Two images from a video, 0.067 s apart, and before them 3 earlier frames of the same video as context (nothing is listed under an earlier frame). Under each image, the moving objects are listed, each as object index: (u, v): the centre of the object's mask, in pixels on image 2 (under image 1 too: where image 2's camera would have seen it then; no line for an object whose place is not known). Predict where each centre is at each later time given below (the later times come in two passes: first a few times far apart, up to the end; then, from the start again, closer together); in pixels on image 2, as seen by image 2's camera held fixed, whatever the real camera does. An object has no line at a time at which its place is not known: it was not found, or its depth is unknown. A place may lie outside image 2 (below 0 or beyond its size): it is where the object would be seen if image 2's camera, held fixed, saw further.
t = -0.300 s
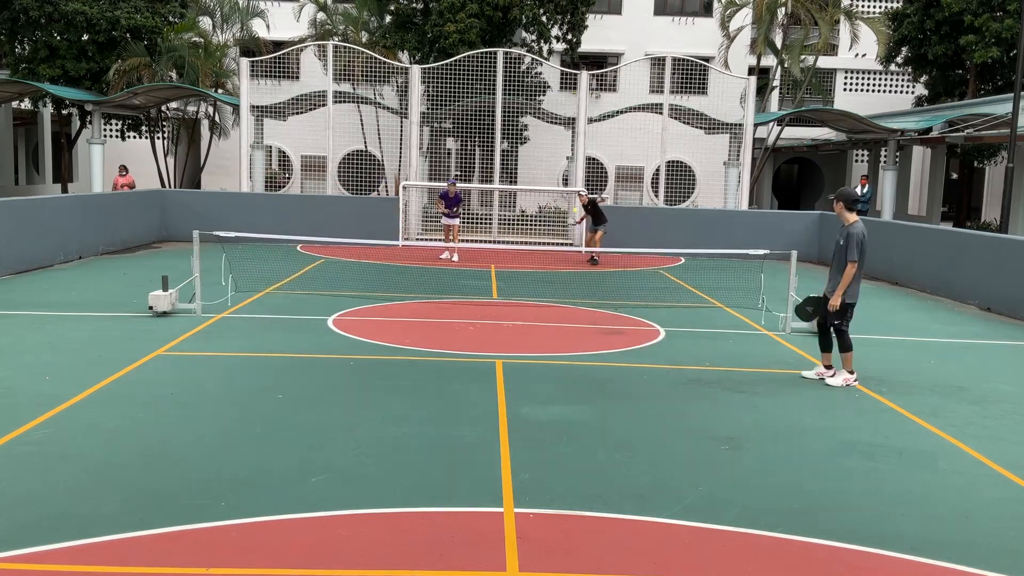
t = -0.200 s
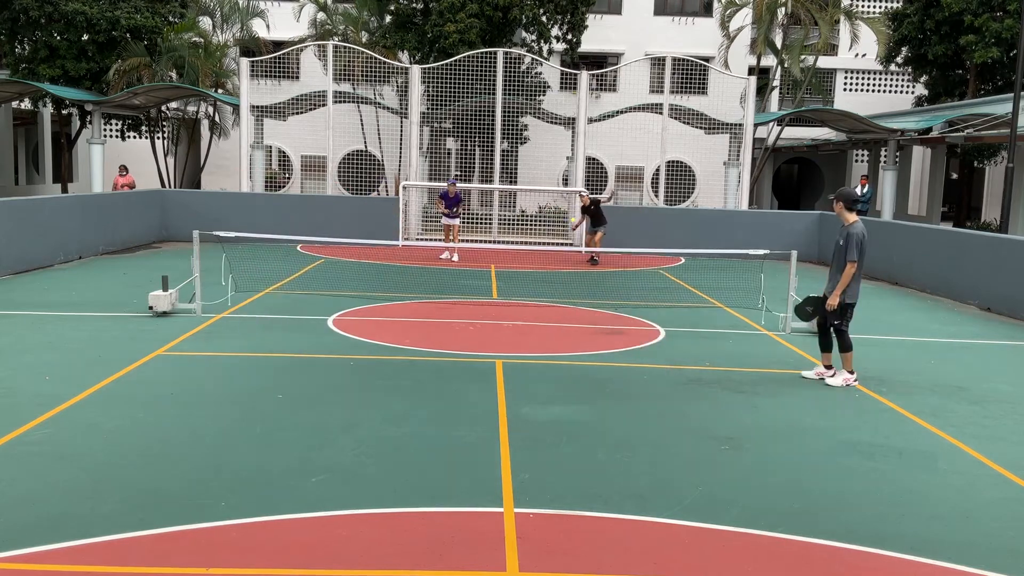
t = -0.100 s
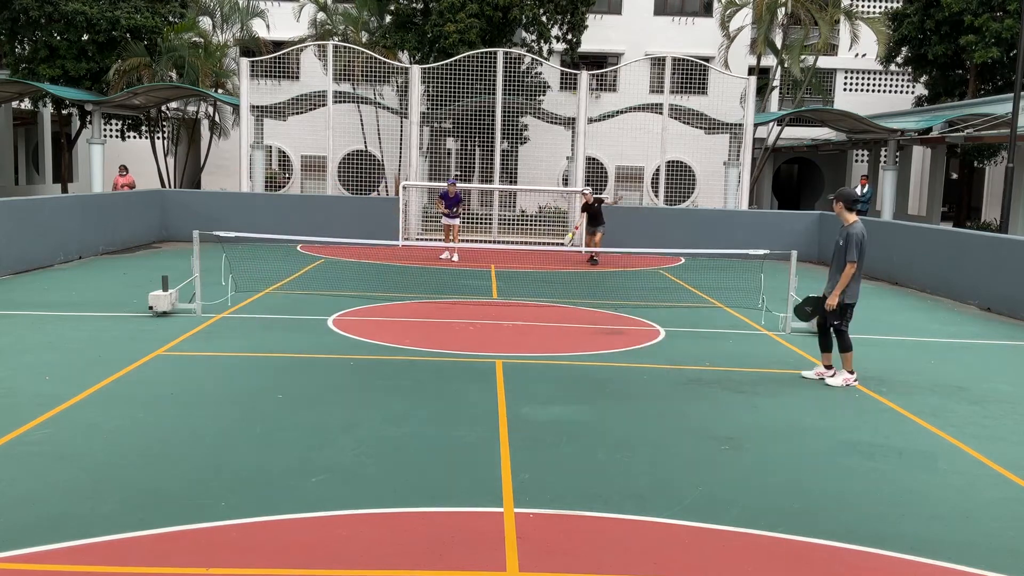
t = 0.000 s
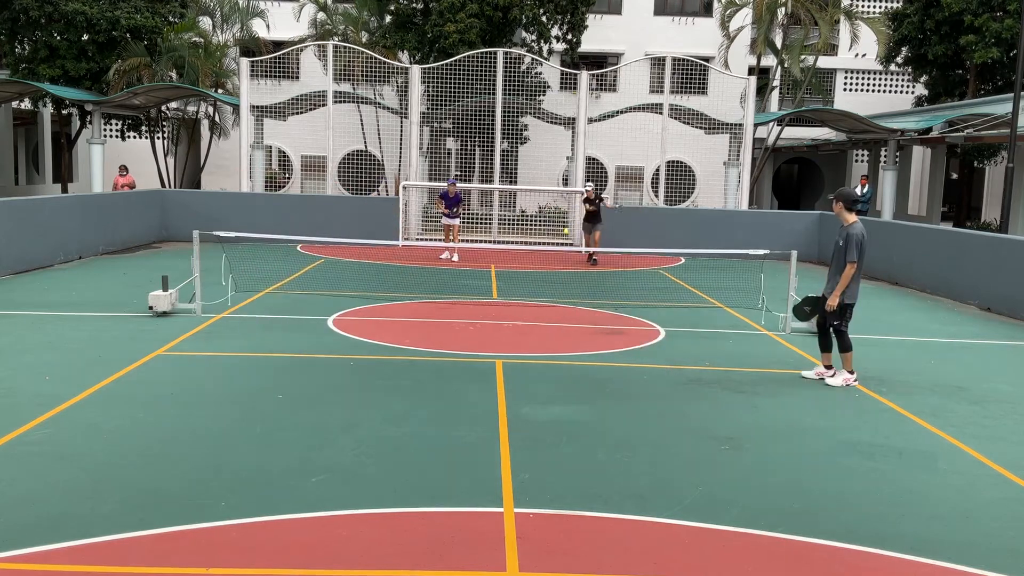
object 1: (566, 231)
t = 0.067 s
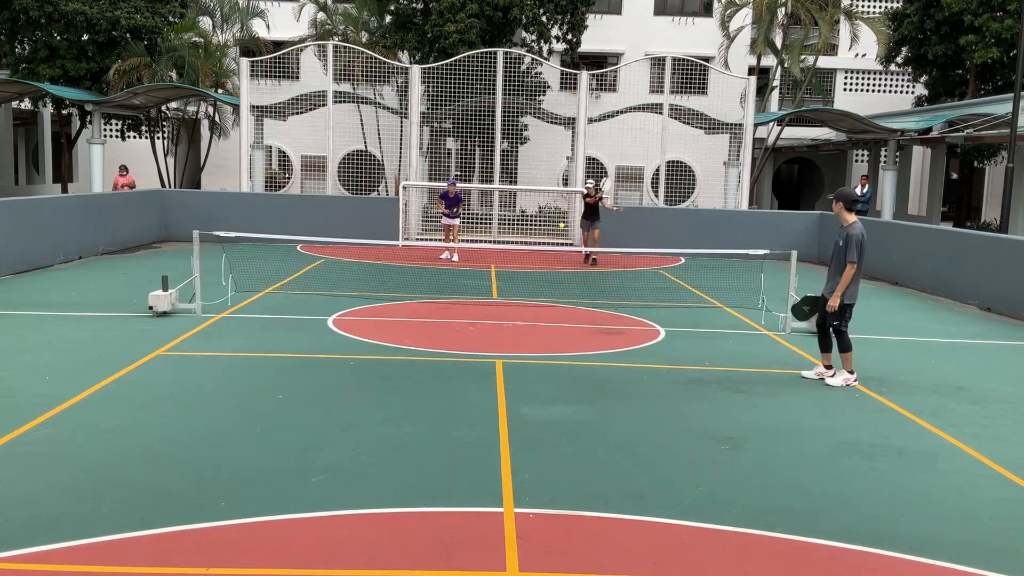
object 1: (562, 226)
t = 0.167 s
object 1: (552, 222)
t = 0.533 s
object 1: (480, 299)
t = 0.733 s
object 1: (401, 382)
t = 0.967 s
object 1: (256, 412)
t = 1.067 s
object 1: (154, 474)
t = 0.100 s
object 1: (559, 224)
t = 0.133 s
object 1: (556, 222)
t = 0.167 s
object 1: (552, 222)
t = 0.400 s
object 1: (515, 250)
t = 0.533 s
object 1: (480, 299)
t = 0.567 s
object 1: (469, 316)
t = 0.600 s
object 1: (456, 337)
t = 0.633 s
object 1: (443, 361)
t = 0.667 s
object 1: (429, 388)
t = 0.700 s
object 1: (415, 386)
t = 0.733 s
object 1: (401, 382)
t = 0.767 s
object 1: (386, 379)
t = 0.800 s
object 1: (369, 379)
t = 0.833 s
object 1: (350, 380)
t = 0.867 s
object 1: (330, 384)
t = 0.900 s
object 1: (308, 390)
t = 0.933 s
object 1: (283, 399)
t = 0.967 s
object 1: (256, 412)
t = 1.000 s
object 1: (225, 428)
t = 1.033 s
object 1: (191, 449)
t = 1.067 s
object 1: (154, 474)
